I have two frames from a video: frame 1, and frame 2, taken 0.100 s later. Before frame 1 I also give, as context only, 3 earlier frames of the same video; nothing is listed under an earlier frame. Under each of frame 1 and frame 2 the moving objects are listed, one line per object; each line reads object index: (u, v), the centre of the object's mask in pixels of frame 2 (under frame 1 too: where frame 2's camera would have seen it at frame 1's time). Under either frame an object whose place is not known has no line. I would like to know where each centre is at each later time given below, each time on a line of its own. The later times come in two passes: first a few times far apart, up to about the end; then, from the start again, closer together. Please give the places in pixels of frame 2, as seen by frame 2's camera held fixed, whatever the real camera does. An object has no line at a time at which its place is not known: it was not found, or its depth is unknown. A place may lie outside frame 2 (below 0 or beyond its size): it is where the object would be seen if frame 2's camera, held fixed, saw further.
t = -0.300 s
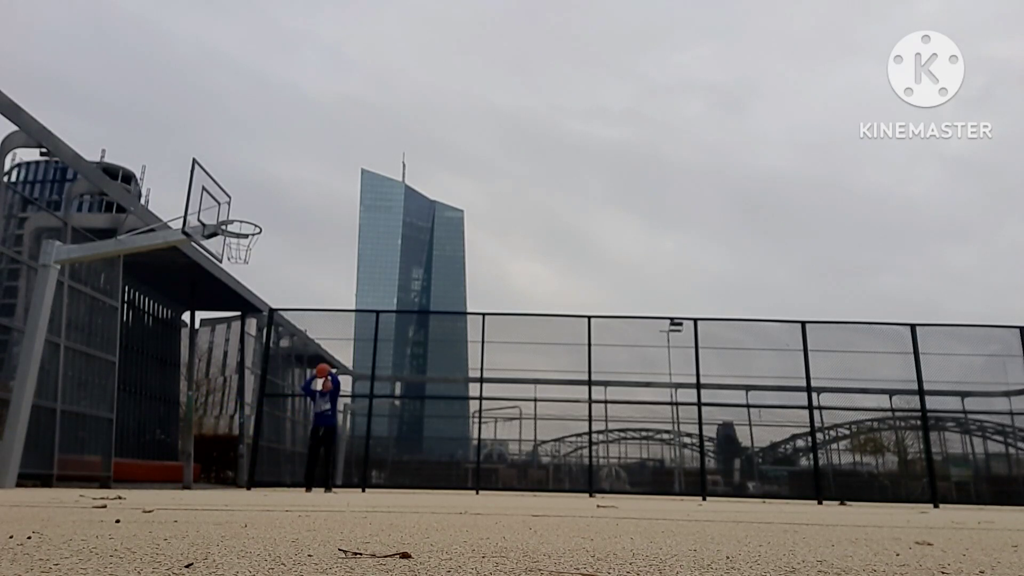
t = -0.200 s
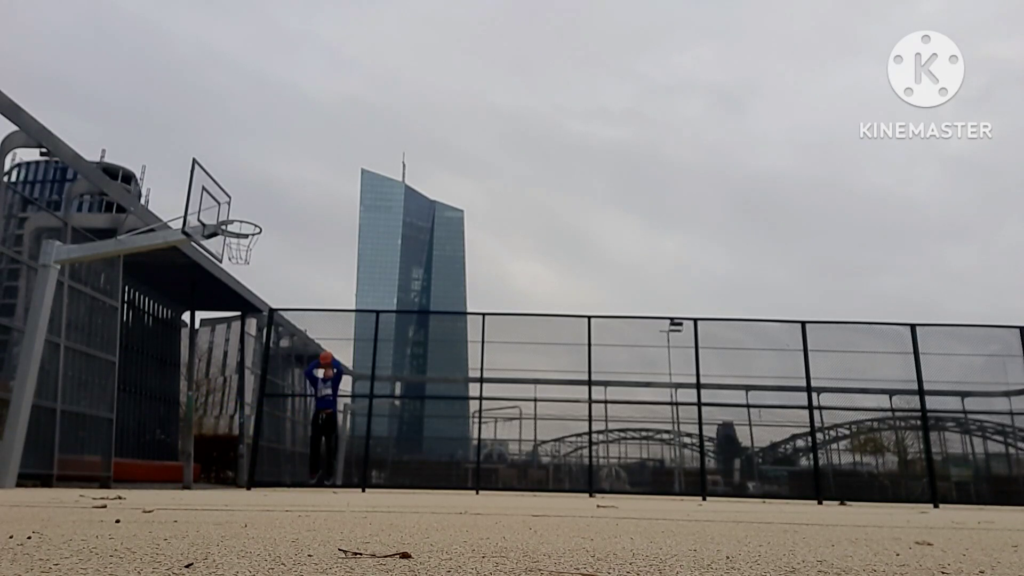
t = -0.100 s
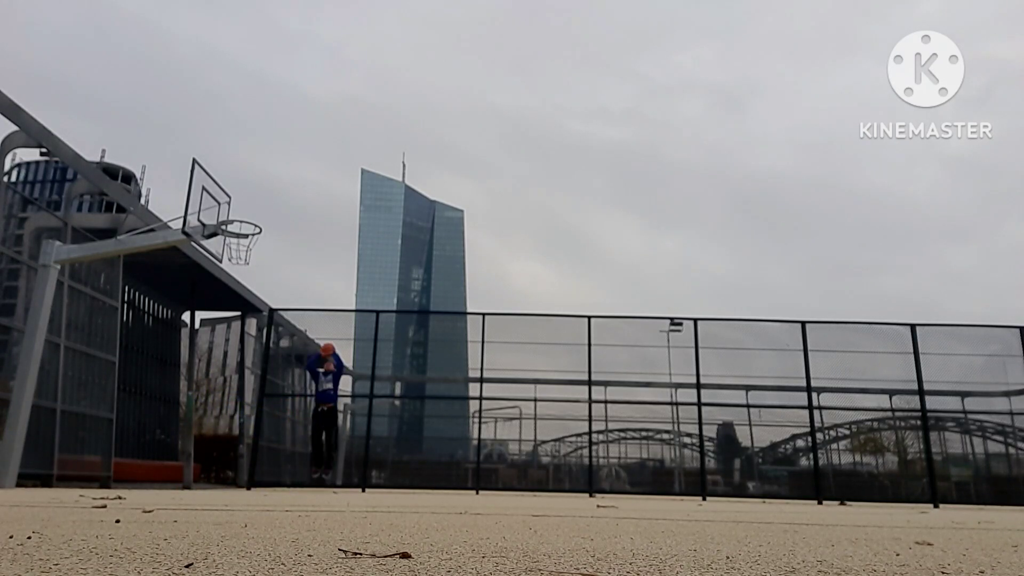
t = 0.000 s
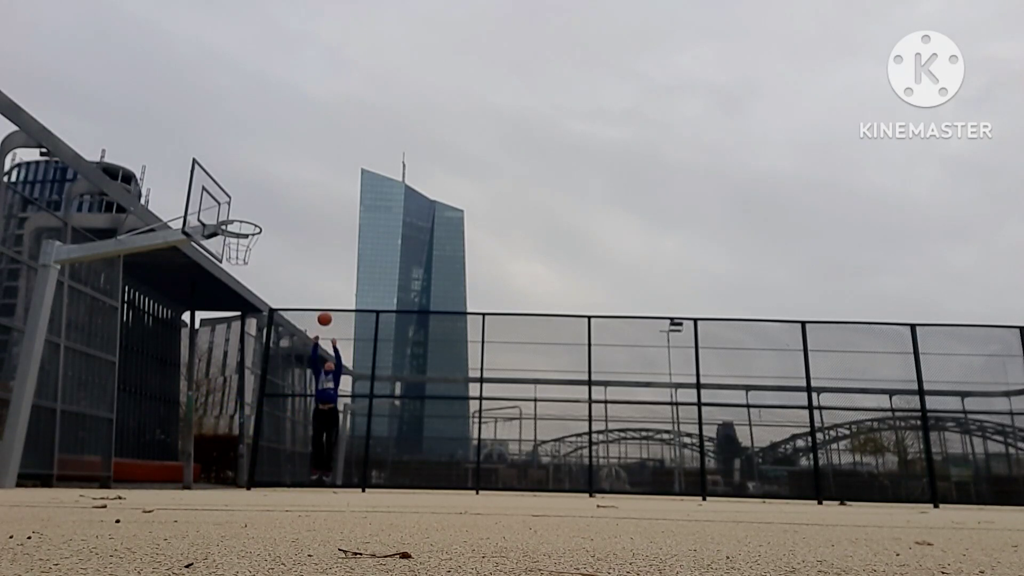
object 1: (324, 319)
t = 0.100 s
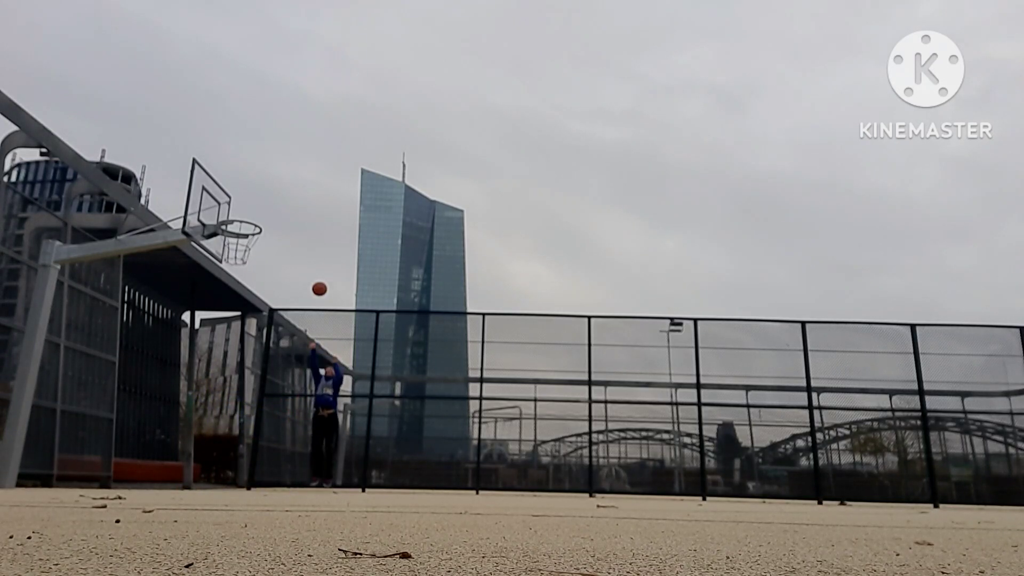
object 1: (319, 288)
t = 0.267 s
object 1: (308, 249)
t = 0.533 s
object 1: (285, 213)
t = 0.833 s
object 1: (245, 226)
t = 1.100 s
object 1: (239, 231)
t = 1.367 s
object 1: (237, 241)
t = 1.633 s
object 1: (233, 252)
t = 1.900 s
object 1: (234, 264)
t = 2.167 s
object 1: (229, 327)
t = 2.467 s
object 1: (212, 479)
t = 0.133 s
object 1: (317, 279)
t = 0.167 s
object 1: (315, 271)
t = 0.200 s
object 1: (313, 263)
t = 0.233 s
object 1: (311, 255)
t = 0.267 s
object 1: (308, 249)
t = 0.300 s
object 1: (306, 242)
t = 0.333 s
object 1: (303, 236)
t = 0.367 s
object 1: (301, 231)
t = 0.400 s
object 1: (298, 226)
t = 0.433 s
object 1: (294, 222)
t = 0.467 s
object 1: (291, 218)
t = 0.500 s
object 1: (288, 215)
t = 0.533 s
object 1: (285, 213)
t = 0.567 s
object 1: (281, 211)
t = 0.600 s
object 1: (277, 210)
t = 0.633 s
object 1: (273, 210)
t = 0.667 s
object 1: (269, 210)
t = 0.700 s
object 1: (265, 211)
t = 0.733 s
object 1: (260, 213)
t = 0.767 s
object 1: (256, 216)
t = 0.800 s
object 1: (251, 220)
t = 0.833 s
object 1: (245, 226)
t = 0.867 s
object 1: (239, 231)
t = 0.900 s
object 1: (235, 234)
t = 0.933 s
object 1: (235, 234)
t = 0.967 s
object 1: (235, 233)
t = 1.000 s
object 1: (237, 232)
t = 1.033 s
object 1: (238, 232)
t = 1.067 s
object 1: (238, 232)
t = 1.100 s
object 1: (239, 231)
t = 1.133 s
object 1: (239, 231)
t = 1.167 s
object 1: (239, 231)
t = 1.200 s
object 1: (239, 231)
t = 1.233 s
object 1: (239, 232)
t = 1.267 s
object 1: (239, 234)
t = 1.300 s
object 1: (238, 236)
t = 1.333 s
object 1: (238, 238)
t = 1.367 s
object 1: (237, 241)
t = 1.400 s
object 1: (237, 243)
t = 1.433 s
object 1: (236, 246)
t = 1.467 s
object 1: (236, 246)
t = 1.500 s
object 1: (235, 247)
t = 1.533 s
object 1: (235, 247)
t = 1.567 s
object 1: (235, 249)
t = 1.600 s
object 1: (234, 250)
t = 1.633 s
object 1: (233, 252)
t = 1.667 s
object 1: (233, 253)
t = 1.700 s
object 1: (234, 254)
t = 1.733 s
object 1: (234, 254)
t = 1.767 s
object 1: (234, 255)
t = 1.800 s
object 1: (234, 256)
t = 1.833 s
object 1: (234, 258)
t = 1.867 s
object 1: (234, 261)
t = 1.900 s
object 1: (234, 264)
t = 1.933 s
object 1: (234, 269)
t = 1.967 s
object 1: (233, 275)
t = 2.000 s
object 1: (233, 281)
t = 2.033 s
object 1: (232, 289)
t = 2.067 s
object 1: (232, 297)
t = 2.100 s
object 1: (231, 305)
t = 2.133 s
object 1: (230, 315)
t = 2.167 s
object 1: (229, 327)
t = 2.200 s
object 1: (227, 340)
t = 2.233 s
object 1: (226, 353)
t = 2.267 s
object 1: (225, 367)
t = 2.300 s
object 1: (222, 383)
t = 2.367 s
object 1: (219, 418)
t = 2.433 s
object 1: (214, 459)
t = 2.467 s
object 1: (212, 479)
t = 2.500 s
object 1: (214, 467)
